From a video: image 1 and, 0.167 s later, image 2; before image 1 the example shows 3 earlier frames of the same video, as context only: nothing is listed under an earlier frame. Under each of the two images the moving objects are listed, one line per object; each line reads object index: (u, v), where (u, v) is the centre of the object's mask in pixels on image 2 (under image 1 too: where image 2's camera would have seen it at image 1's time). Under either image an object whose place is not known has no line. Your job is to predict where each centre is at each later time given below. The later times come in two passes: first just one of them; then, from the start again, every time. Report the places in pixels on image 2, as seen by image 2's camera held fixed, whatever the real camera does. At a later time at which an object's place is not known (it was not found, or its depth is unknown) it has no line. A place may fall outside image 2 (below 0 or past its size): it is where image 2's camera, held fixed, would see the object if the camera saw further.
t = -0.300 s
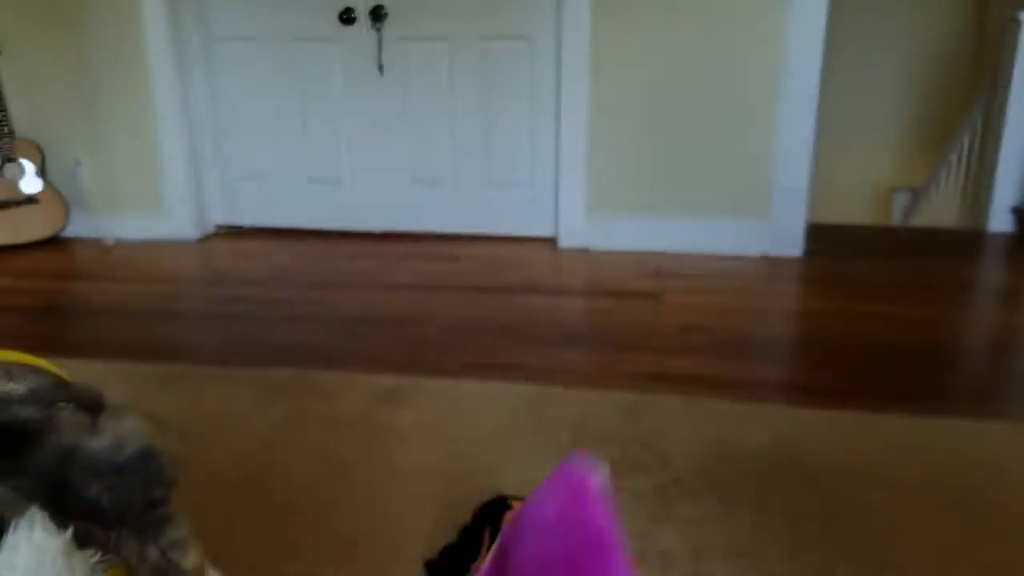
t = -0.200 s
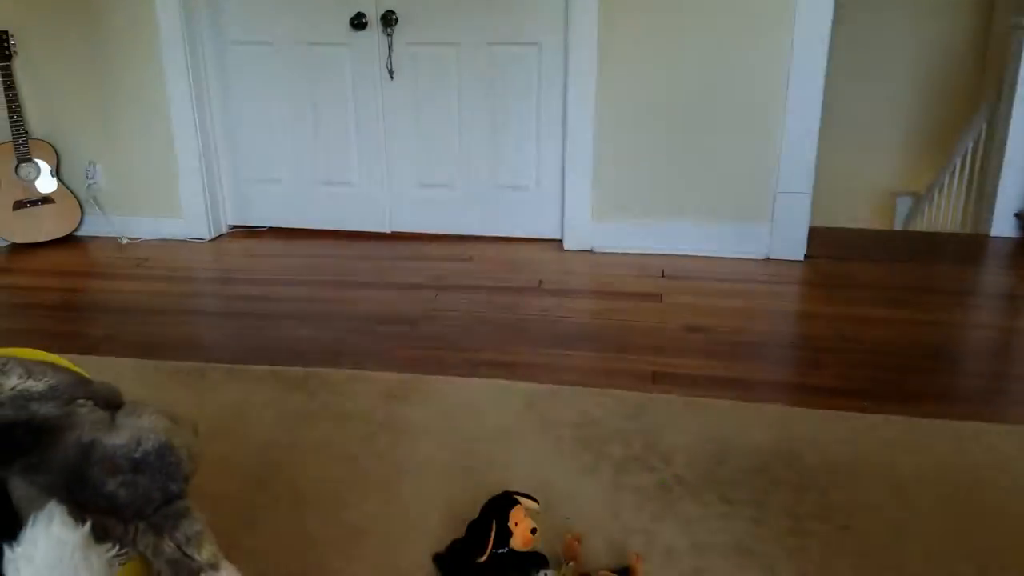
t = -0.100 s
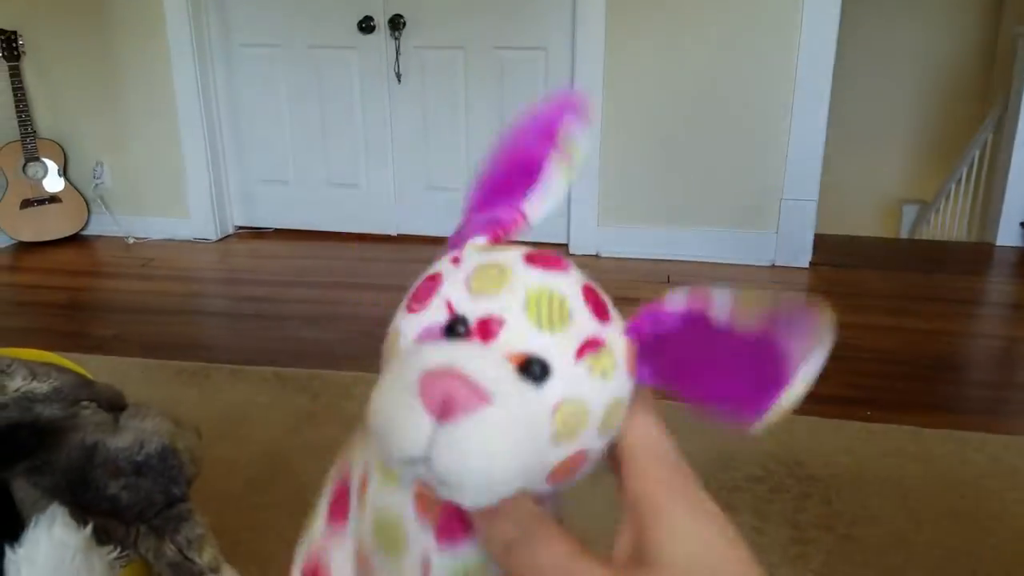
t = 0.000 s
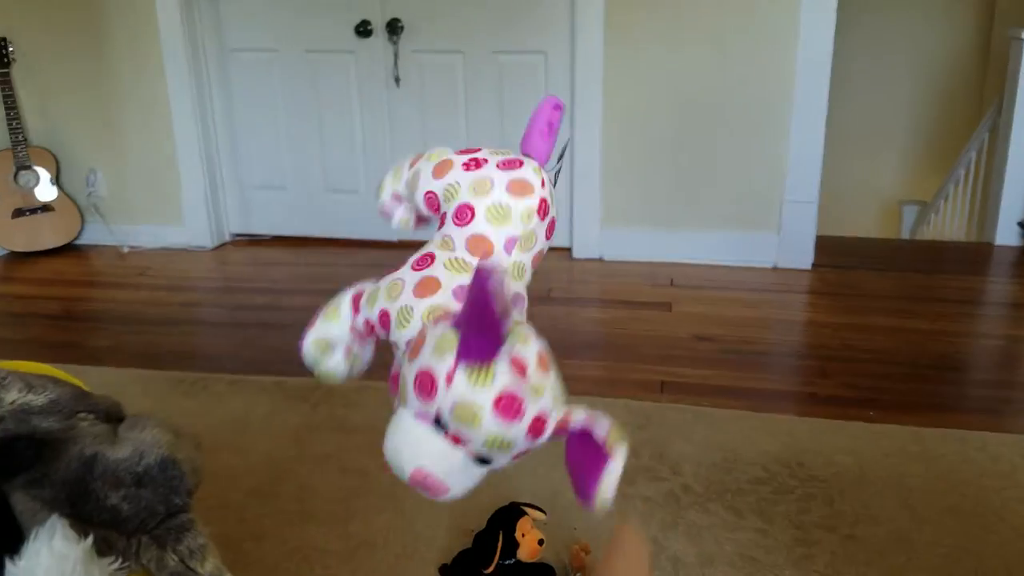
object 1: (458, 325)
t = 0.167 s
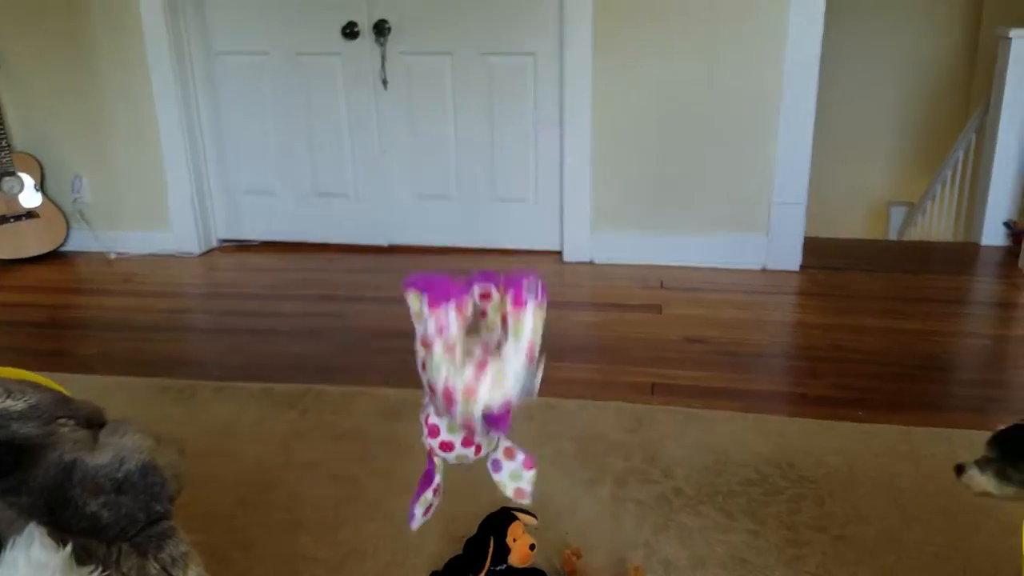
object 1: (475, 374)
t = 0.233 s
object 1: (479, 441)
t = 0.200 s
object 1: (479, 402)
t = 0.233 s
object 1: (479, 441)
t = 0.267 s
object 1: (480, 494)
